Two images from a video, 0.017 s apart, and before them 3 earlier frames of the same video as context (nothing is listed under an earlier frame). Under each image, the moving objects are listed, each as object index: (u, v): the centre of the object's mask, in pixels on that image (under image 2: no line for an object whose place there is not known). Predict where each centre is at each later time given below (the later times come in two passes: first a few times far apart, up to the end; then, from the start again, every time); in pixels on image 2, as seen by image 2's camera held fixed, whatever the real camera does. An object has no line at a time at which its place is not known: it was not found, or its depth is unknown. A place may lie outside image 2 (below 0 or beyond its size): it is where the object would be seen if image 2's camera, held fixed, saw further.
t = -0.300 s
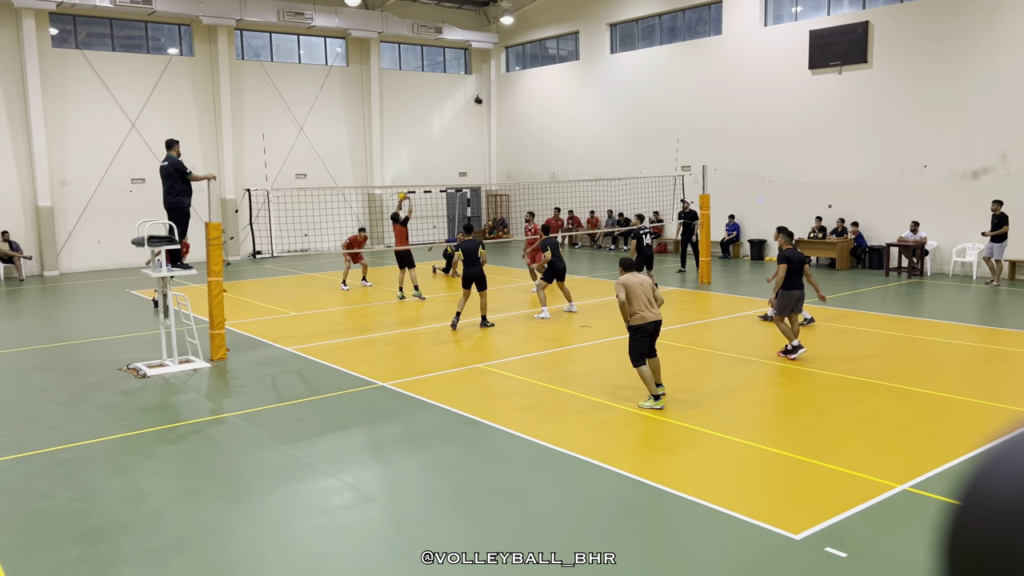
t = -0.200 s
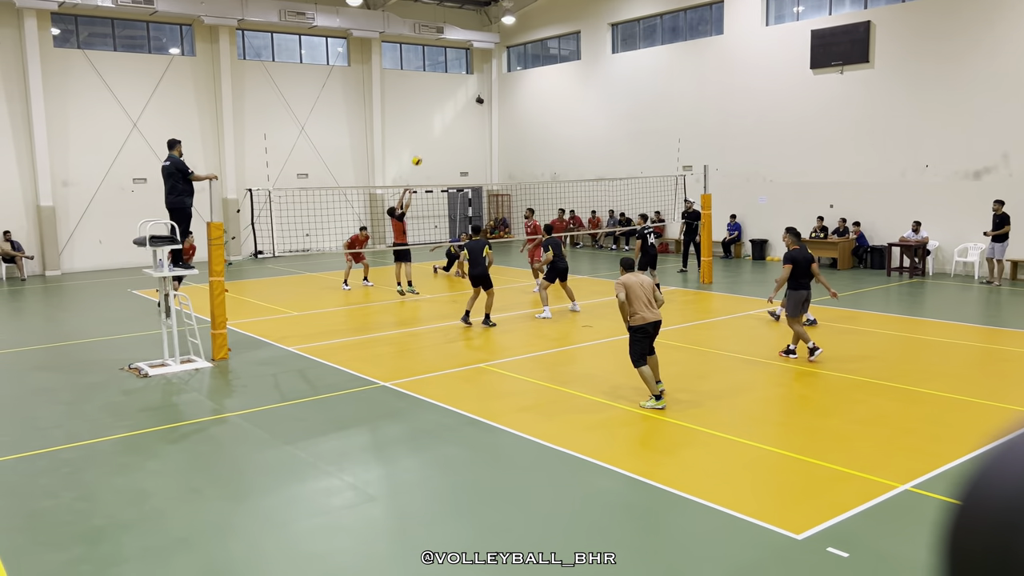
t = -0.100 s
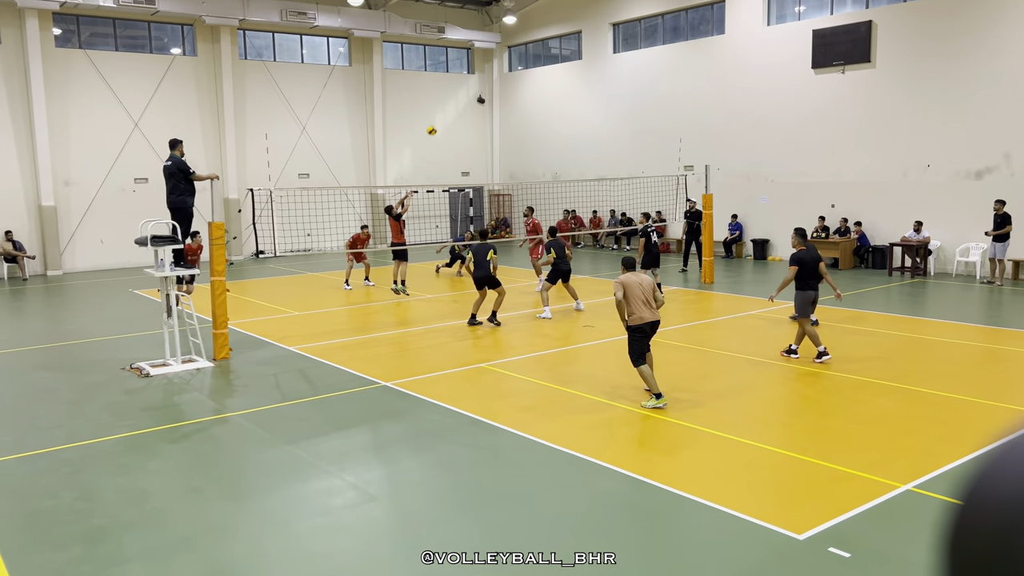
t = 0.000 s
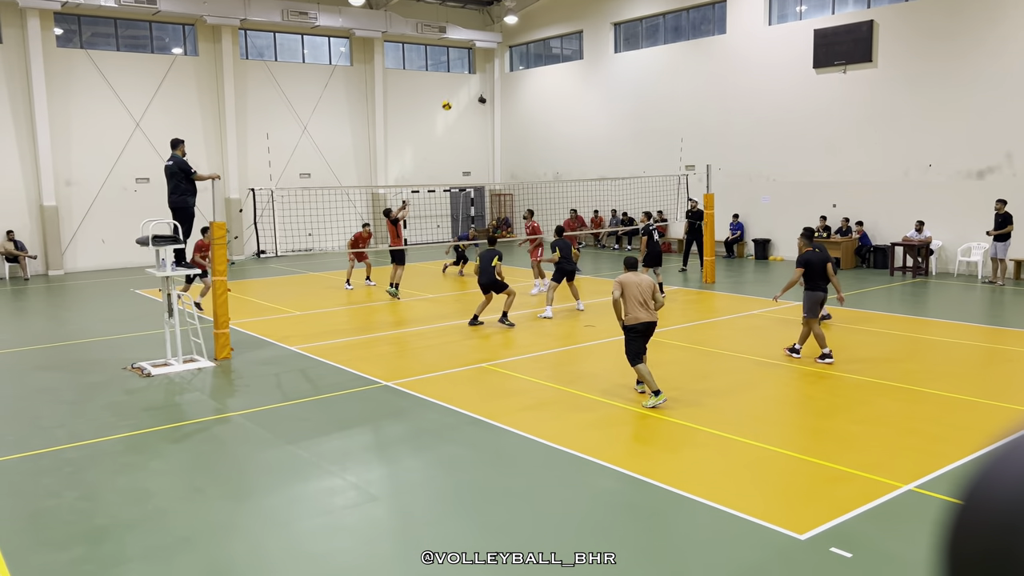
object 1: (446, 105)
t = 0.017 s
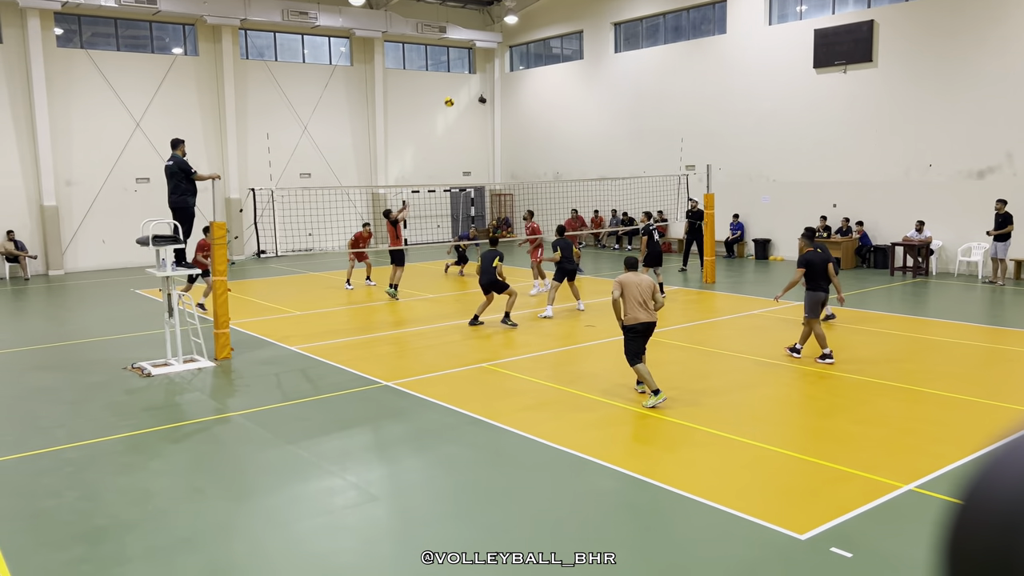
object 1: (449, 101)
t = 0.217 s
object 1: (477, 69)
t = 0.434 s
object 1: (508, 58)
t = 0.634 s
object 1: (535, 68)
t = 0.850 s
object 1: (563, 99)
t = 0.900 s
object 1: (569, 109)
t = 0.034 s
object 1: (451, 98)
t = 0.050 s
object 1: (453, 95)
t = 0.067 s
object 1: (456, 92)
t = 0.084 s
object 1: (458, 88)
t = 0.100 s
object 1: (460, 85)
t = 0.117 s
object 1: (463, 83)
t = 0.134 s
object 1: (465, 80)
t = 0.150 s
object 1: (467, 77)
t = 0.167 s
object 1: (470, 75)
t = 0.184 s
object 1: (472, 73)
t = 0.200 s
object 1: (475, 71)
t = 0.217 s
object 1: (477, 69)
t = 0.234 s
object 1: (479, 68)
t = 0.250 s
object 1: (482, 66)
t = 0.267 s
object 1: (484, 65)
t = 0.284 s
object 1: (486, 63)
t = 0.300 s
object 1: (488, 62)
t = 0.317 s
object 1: (491, 61)
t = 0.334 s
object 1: (493, 60)
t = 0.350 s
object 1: (496, 60)
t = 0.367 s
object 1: (498, 59)
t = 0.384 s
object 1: (501, 59)
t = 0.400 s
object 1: (503, 58)
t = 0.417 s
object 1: (505, 58)
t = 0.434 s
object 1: (508, 58)
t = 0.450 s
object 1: (510, 58)
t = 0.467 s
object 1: (512, 58)
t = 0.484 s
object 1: (514, 59)
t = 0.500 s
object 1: (517, 59)
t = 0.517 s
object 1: (519, 60)
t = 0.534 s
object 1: (521, 60)
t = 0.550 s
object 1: (524, 62)
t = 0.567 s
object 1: (525, 62)
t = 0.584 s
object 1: (528, 63)
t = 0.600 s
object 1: (530, 65)
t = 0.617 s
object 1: (532, 66)
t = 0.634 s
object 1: (535, 68)
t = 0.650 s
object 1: (537, 69)
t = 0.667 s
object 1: (539, 71)
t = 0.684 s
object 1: (541, 73)
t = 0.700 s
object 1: (544, 75)
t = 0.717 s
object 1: (545, 77)
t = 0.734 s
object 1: (548, 79)
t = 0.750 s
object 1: (550, 82)
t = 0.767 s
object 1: (552, 84)
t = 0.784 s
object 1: (554, 87)
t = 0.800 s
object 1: (557, 90)
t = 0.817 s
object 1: (559, 93)
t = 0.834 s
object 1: (561, 96)
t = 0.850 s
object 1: (563, 99)
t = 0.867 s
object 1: (565, 102)
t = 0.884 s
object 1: (567, 105)
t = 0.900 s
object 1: (569, 109)
